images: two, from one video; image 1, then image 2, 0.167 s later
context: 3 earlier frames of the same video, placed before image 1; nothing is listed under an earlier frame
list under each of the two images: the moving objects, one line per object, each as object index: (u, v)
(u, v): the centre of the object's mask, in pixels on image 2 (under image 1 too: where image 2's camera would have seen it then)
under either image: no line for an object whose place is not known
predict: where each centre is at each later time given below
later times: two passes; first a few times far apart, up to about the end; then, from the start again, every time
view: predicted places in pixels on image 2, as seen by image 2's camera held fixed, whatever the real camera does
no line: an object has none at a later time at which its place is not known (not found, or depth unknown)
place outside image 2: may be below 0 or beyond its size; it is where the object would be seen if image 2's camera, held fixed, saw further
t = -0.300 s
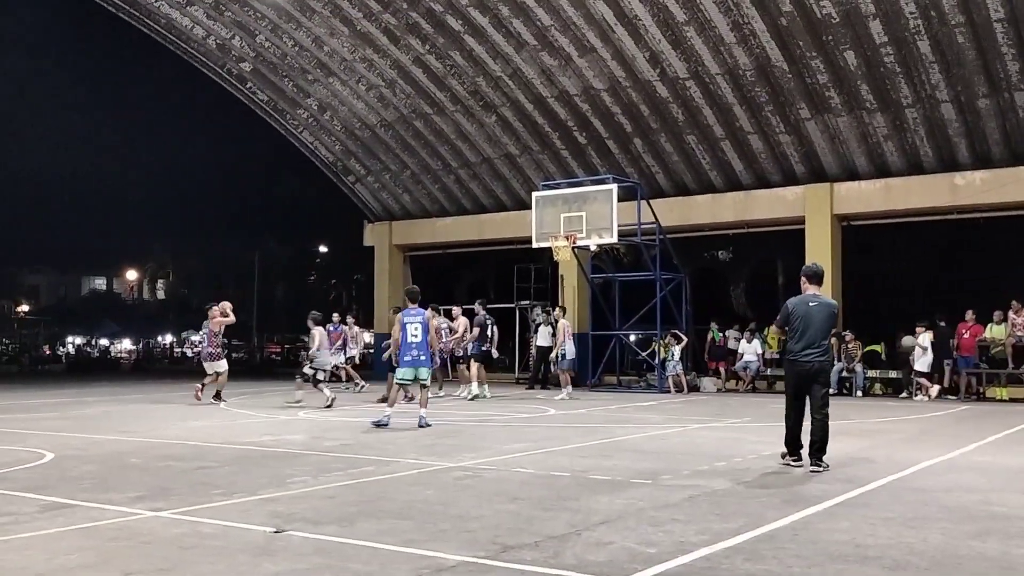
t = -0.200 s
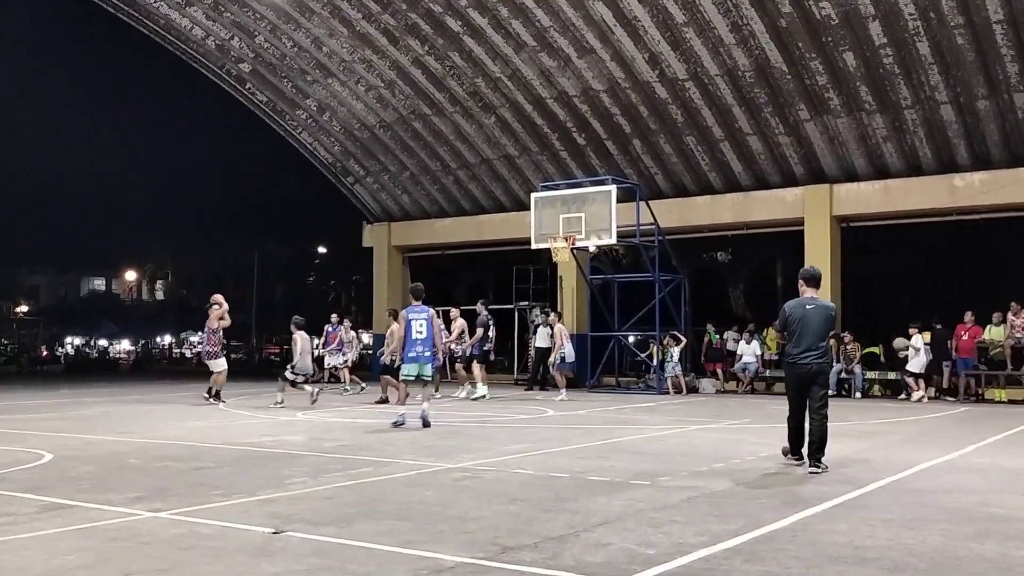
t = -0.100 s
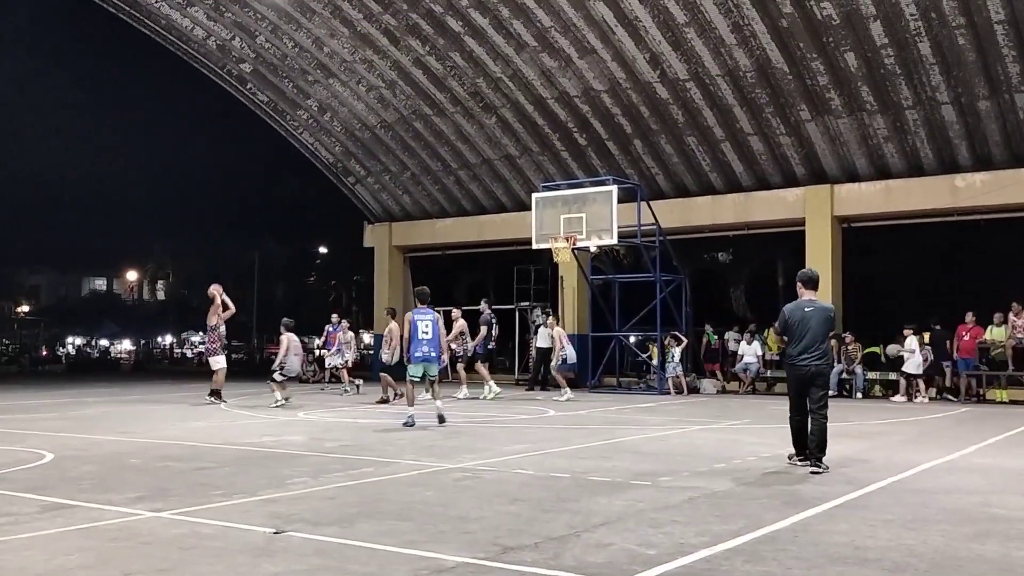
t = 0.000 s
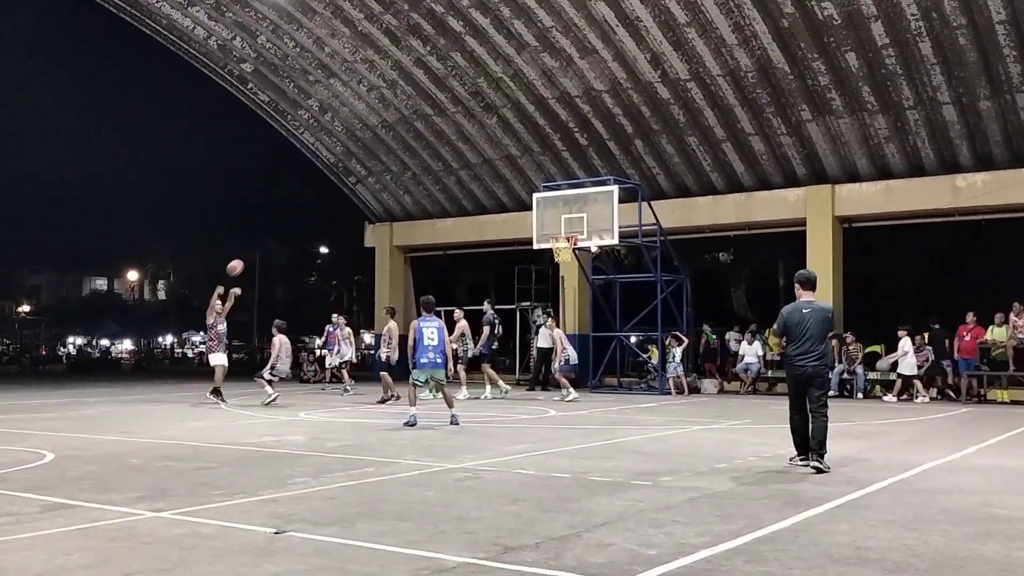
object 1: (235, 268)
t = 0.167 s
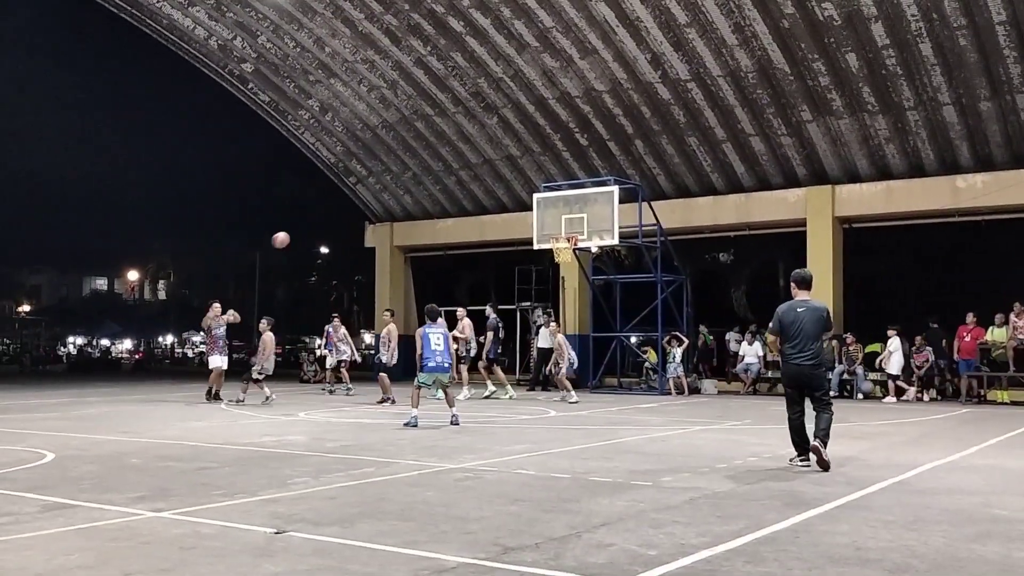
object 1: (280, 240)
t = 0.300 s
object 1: (319, 228)
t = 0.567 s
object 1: (407, 237)
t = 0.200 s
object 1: (290, 236)
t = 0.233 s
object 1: (300, 233)
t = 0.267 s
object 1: (310, 230)
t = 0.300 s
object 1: (319, 228)
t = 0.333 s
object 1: (330, 226)
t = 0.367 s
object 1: (340, 226)
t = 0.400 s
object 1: (351, 226)
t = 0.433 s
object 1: (361, 226)
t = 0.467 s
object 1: (371, 227)
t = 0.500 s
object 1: (383, 229)
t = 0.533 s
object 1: (395, 232)
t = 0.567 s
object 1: (407, 237)
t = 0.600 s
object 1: (419, 242)
